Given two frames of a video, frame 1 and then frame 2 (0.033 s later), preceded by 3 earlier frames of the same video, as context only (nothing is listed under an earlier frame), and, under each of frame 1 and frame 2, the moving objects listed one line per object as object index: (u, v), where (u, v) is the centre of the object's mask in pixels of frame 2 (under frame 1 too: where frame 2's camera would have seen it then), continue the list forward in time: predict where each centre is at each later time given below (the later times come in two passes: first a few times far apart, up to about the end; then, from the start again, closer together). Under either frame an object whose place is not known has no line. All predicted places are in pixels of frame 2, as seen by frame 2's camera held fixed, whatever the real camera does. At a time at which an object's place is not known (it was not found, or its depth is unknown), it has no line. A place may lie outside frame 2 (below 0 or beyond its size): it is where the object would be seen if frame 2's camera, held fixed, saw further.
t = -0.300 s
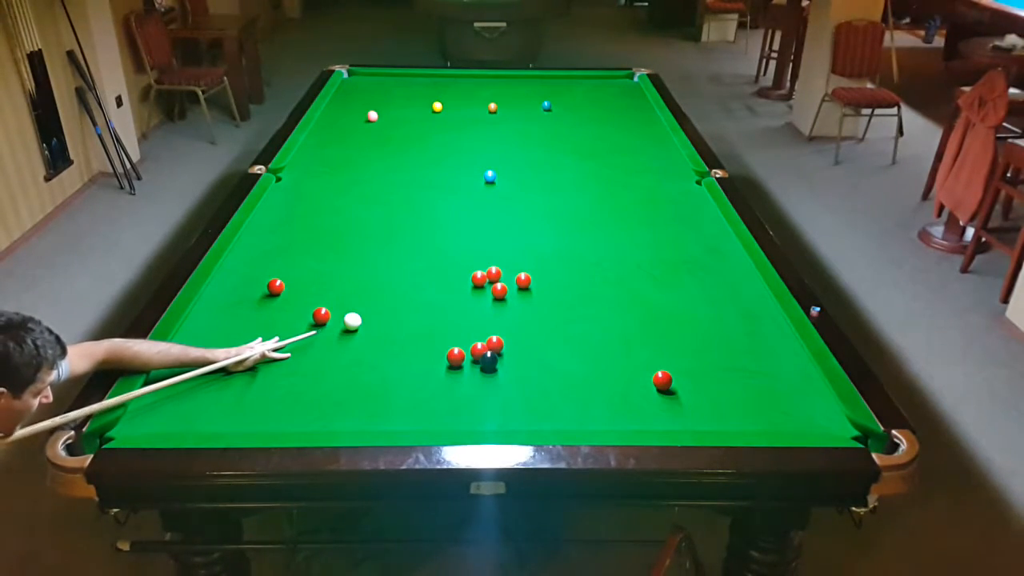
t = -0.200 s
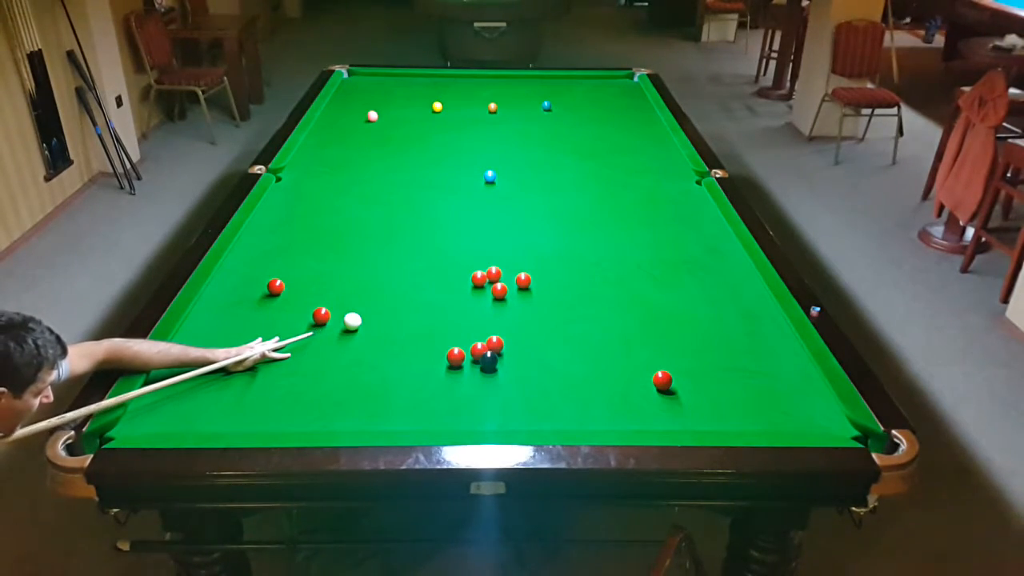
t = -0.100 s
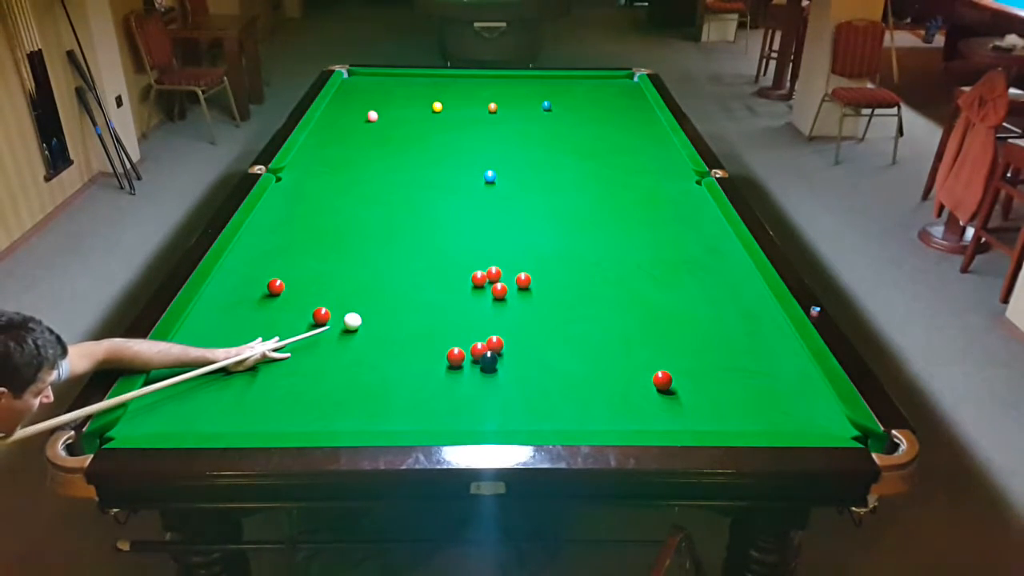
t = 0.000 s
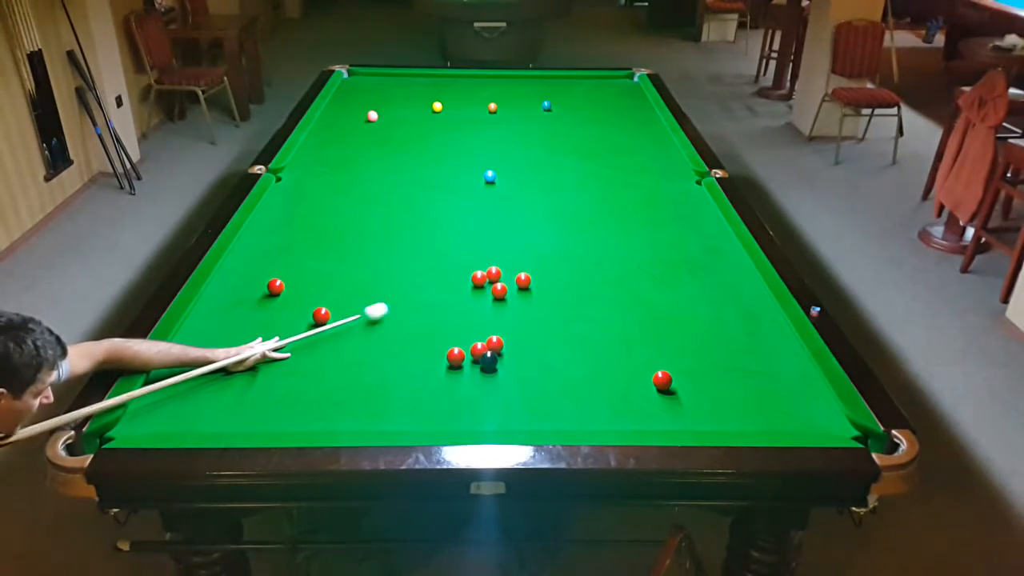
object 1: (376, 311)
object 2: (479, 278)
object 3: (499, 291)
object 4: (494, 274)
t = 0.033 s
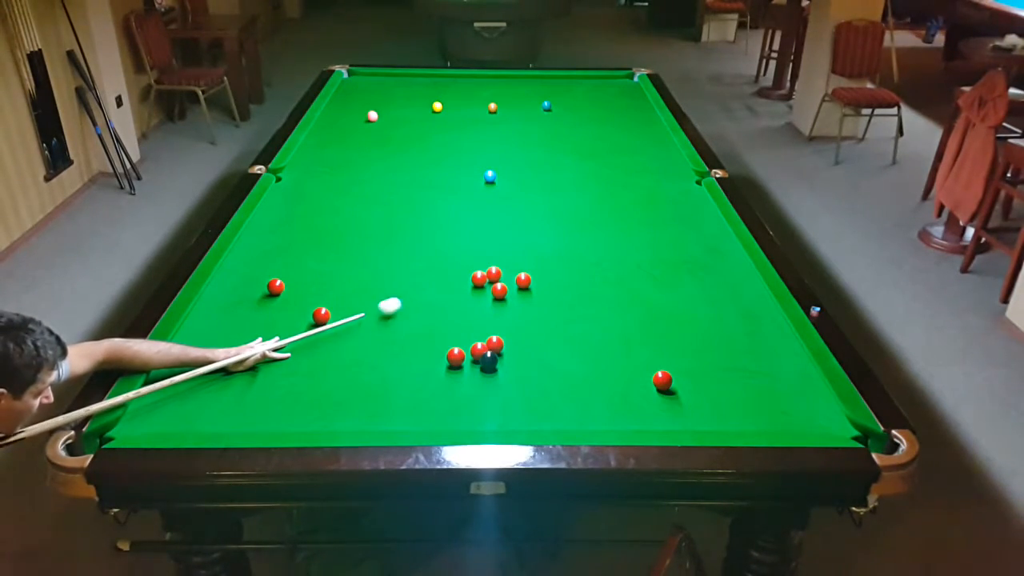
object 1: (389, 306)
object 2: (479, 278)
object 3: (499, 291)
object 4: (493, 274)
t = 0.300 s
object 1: (464, 273)
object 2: (484, 280)
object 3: (499, 291)
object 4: (499, 272)
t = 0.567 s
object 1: (480, 246)
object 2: (494, 284)
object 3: (505, 295)
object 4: (530, 262)
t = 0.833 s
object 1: (495, 224)
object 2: (499, 285)
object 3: (512, 301)
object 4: (558, 254)
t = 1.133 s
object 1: (509, 202)
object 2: (500, 286)
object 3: (520, 306)
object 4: (585, 245)
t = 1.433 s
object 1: (522, 183)
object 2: (500, 286)
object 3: (525, 310)
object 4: (610, 238)
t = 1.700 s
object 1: (532, 169)
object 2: (500, 286)
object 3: (528, 312)
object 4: (629, 232)
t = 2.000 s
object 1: (542, 155)
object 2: (500, 286)
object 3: (530, 314)
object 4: (648, 227)
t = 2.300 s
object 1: (550, 142)
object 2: (500, 286)
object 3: (530, 314)
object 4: (665, 222)
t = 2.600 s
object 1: (557, 132)
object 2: (500, 286)
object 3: (529, 314)
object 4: (680, 218)
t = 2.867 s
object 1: (563, 123)
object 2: (500, 286)
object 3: (530, 314)
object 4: (691, 215)
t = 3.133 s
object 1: (569, 116)
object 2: (499, 286)
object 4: (701, 212)
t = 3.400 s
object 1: (574, 109)
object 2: (499, 286)
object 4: (709, 210)
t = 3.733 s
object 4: (704, 209)
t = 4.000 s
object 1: (582, 96)
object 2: (500, 286)
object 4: (701, 208)
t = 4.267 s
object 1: (585, 92)
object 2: (500, 286)
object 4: (700, 208)
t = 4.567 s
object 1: (589, 87)
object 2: (500, 286)
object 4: (700, 208)
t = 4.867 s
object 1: (591, 84)
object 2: (500, 286)
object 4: (700, 208)
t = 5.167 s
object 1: (593, 80)
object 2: (500, 286)
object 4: (700, 208)
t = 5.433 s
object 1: (595, 78)
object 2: (500, 286)
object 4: (700, 208)
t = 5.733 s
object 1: (597, 76)
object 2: (500, 286)
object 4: (700, 208)
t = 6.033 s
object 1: (599, 77)
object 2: (500, 286)
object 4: (700, 208)
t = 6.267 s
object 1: (600, 78)
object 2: (500, 286)
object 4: (700, 208)
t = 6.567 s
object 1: (601, 78)
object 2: (500, 286)
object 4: (700, 208)
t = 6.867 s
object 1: (602, 79)
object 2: (500, 286)
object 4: (700, 208)
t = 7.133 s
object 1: (602, 78)
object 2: (499, 286)
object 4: (700, 208)
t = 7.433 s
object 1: (602, 79)
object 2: (499, 286)
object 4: (700, 208)
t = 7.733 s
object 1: (602, 79)
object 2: (499, 286)
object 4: (700, 208)
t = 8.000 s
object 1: (602, 79)
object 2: (500, 286)
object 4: (700, 208)
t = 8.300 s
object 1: (602, 79)
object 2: (499, 286)
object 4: (700, 208)
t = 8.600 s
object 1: (602, 79)
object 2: (499, 286)
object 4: (700, 208)
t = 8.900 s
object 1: (602, 79)
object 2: (499, 286)
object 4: (700, 208)
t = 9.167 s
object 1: (602, 79)
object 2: (499, 286)
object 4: (700, 208)
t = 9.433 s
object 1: (602, 79)
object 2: (500, 286)
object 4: (700, 208)
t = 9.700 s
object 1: (602, 79)
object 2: (500, 286)
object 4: (700, 208)
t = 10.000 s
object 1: (602, 79)
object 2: (500, 286)
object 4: (700, 208)
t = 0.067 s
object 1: (402, 302)
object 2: (479, 278)
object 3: (499, 291)
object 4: (494, 274)
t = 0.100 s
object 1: (413, 297)
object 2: (479, 278)
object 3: (499, 291)
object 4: (494, 274)
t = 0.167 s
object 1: (435, 289)
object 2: (479, 278)
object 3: (499, 291)
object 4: (494, 274)
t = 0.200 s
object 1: (446, 284)
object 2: (479, 278)
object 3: (499, 291)
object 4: (493, 274)
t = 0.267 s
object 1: (463, 277)
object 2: (481, 279)
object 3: (499, 291)
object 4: (494, 274)
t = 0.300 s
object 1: (464, 273)
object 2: (484, 280)
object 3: (499, 291)
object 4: (499, 272)
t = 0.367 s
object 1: (467, 266)
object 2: (488, 282)
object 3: (499, 291)
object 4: (508, 269)
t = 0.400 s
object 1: (469, 263)
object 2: (490, 283)
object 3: (499, 291)
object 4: (511, 268)
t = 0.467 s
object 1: (474, 256)
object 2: (491, 283)
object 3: (501, 292)
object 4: (519, 265)
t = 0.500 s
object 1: (476, 253)
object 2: (492, 283)
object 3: (503, 293)
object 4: (523, 264)
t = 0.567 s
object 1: (480, 246)
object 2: (494, 284)
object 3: (505, 295)
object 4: (530, 262)
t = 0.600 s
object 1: (482, 243)
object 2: (495, 284)
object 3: (506, 296)
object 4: (534, 261)
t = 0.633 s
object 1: (484, 240)
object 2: (495, 284)
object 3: (506, 296)
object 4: (538, 260)
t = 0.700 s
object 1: (488, 234)
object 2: (497, 285)
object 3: (508, 298)
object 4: (545, 258)
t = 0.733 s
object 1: (489, 232)
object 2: (497, 285)
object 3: (509, 298)
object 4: (548, 257)
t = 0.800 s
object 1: (493, 226)
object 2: (498, 285)
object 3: (511, 300)
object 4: (555, 255)
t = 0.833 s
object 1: (495, 224)
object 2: (499, 285)
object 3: (512, 301)
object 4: (558, 254)
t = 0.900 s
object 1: (498, 218)
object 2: (499, 285)
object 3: (514, 302)
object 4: (564, 252)
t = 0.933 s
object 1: (500, 216)
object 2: (500, 286)
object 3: (514, 302)
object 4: (567, 251)
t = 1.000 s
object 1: (503, 211)
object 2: (500, 286)
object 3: (516, 304)
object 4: (573, 249)
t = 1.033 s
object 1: (505, 209)
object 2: (500, 286)
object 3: (517, 304)
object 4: (576, 248)
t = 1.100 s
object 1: (508, 204)
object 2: (500, 286)
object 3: (518, 305)
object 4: (582, 246)
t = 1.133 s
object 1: (509, 202)
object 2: (500, 286)
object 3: (520, 306)
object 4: (585, 245)
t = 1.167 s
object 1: (511, 200)
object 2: (500, 286)
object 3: (520, 306)
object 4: (588, 244)
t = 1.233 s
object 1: (514, 195)
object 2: (500, 286)
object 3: (521, 308)
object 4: (594, 243)
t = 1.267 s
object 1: (515, 193)
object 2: (500, 286)
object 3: (522, 308)
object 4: (596, 242)
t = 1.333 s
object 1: (518, 189)
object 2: (500, 286)
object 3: (523, 309)
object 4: (602, 240)
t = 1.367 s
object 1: (519, 187)
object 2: (500, 286)
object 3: (524, 309)
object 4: (604, 240)
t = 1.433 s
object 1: (522, 183)
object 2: (500, 286)
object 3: (525, 310)
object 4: (610, 238)
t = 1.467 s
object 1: (523, 181)
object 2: (500, 286)
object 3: (525, 311)
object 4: (612, 237)
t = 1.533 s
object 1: (526, 177)
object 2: (500, 286)
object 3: (526, 311)
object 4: (617, 236)
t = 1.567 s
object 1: (527, 176)
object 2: (500, 286)
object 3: (527, 312)
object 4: (619, 235)
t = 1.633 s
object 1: (530, 172)
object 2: (500, 286)
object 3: (527, 312)
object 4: (624, 234)
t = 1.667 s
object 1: (531, 170)
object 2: (500, 286)
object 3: (528, 312)
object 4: (627, 233)
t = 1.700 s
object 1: (532, 169)
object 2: (500, 286)
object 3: (528, 312)
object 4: (629, 232)
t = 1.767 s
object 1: (534, 165)
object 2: (500, 286)
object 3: (529, 313)
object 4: (633, 231)
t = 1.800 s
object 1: (535, 164)
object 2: (500, 286)
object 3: (529, 313)
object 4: (636, 230)
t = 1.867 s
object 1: (538, 161)
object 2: (500, 286)
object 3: (530, 314)
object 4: (640, 229)
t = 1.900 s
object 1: (539, 159)
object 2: (500, 286)
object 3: (530, 314)
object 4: (642, 228)
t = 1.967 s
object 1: (541, 156)
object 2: (500, 286)
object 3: (530, 314)
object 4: (646, 227)
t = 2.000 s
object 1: (542, 155)
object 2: (500, 286)
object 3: (530, 314)
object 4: (648, 227)
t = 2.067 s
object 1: (544, 152)
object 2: (500, 286)
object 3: (530, 314)
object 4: (652, 225)
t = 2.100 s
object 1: (545, 150)
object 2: (500, 286)
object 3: (530, 314)
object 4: (654, 225)
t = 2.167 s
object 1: (546, 147)
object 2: (500, 286)
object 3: (530, 314)
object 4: (658, 224)
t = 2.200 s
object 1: (548, 146)
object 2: (500, 286)
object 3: (530, 314)
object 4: (660, 223)
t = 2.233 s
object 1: (548, 145)
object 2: (500, 286)
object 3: (530, 314)
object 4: (662, 223)
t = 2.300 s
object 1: (550, 142)
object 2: (500, 286)
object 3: (530, 314)
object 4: (665, 222)
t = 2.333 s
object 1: (551, 141)
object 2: (500, 286)
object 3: (530, 314)
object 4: (667, 221)
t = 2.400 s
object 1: (553, 138)
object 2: (500, 286)
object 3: (530, 314)
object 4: (670, 221)
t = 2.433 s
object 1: (554, 137)
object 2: (500, 286)
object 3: (530, 314)
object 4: (672, 220)
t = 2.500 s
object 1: (555, 135)
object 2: (500, 286)
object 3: (529, 314)
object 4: (675, 219)
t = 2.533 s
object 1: (556, 134)
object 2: (500, 286)
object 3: (529, 314)
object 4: (677, 219)
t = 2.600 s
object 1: (557, 132)
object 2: (500, 286)
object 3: (529, 314)
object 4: (680, 218)
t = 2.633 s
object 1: (558, 130)
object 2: (499, 286)
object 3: (529, 314)
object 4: (682, 217)
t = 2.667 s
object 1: (559, 129)
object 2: (499, 286)
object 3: (529, 314)
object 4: (683, 217)
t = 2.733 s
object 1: (560, 127)
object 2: (499, 286)
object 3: (529, 314)
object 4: (686, 216)
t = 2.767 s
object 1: (561, 126)
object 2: (499, 286)
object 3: (529, 314)
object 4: (687, 216)
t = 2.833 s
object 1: (563, 124)
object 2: (500, 286)
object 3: (530, 314)
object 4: (690, 215)
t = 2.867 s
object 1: (563, 123)
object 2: (500, 286)
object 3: (530, 314)
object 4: (691, 215)
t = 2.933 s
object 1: (565, 121)
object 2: (499, 286)
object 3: (530, 314)
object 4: (694, 214)
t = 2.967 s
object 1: (565, 120)
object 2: (500, 286)
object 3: (530, 314)
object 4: (695, 214)
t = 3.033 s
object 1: (567, 119)
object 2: (499, 286)
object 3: (530, 314)
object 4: (697, 213)
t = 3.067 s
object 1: (568, 118)
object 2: (499, 286)
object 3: (530, 314)
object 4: (699, 213)
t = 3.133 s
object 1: (569, 116)
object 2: (499, 286)
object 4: (701, 212)
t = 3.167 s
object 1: (569, 115)
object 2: (499, 286)
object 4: (702, 212)
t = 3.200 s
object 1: (570, 114)
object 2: (499, 286)
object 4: (703, 212)
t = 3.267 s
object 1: (571, 112)
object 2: (499, 286)
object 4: (705, 211)
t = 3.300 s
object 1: (572, 111)
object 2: (499, 286)
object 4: (706, 211)
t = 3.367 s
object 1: (573, 110)
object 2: (499, 286)
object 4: (708, 211)
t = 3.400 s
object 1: (574, 109)
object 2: (499, 286)
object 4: (709, 210)
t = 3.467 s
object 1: (575, 107)
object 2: (499, 286)
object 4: (708, 210)
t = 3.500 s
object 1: (575, 107)
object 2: (499, 286)
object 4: (708, 210)
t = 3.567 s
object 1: (576, 105)
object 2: (500, 286)
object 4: (707, 210)
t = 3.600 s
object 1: (577, 104)
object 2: (500, 286)
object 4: (706, 209)
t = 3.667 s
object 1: (578, 103)
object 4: (705, 209)
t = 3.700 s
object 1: (578, 102)
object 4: (704, 209)
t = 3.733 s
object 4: (704, 209)
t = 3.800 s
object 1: (579, 99)
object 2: (500, 283)
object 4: (703, 209)
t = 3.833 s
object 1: (580, 100)
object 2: (500, 286)
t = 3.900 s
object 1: (581, 98)
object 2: (500, 286)
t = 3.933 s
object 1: (581, 98)
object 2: (500, 286)
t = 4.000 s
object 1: (582, 96)
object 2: (500, 286)
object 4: (701, 208)
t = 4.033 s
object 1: (583, 96)
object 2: (500, 286)
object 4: (701, 208)
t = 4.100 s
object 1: (584, 95)
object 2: (500, 286)
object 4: (700, 208)
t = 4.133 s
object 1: (584, 94)
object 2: (500, 286)
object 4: (700, 208)
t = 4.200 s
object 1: (585, 93)
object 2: (500, 286)
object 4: (700, 208)
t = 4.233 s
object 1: (585, 92)
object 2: (500, 286)
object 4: (700, 208)
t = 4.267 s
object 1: (585, 92)
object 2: (500, 286)
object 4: (700, 208)
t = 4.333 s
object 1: (586, 91)
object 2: (500, 286)
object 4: (700, 208)
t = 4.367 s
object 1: (587, 90)
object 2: (500, 286)
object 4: (700, 208)
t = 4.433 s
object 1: (587, 89)
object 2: (500, 286)
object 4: (700, 208)
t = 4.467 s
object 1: (588, 89)
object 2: (500, 286)
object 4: (700, 208)
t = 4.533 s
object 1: (588, 88)
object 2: (500, 286)
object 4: (700, 208)
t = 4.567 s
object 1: (589, 87)
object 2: (500, 286)
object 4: (700, 208)
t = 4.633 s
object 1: (589, 87)
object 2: (500, 286)
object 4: (700, 208)
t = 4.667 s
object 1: (589, 86)
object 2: (500, 286)
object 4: (700, 208)
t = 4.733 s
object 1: (590, 85)
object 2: (500, 286)
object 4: (700, 208)
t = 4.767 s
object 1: (590, 85)
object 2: (500, 286)
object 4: (700, 208)
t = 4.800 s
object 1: (591, 84)
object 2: (500, 286)
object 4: (700, 208)
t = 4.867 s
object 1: (591, 84)
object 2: (500, 286)
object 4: (700, 208)
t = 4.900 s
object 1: (592, 83)
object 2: (500, 286)
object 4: (700, 208)
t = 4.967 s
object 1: (592, 82)
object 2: (500, 286)
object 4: (700, 208)
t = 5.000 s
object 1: (592, 82)
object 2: (500, 286)
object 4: (700, 208)
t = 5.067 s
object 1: (593, 81)
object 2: (500, 286)
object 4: (700, 208)
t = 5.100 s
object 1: (593, 81)
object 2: (500, 286)
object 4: (700, 208)
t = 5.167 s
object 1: (593, 80)
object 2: (500, 286)
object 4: (700, 208)
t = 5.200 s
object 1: (594, 80)
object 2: (500, 286)
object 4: (700, 208)
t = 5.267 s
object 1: (594, 79)
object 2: (500, 286)
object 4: (700, 208)
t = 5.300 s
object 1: (594, 79)
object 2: (500, 286)
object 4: (700, 208)
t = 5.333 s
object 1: (595, 79)
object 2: (500, 286)
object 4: (700, 208)
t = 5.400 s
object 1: (595, 78)
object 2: (500, 286)
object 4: (700, 208)
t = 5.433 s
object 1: (595, 78)
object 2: (500, 286)
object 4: (700, 208)
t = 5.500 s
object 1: (596, 77)
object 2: (500, 286)
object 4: (700, 208)
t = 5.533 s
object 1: (596, 77)
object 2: (500, 286)
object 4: (700, 208)
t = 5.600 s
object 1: (596, 76)
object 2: (500, 286)
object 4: (700, 208)
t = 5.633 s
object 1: (596, 76)
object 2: (500, 286)
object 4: (700, 208)
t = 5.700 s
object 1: (596, 76)
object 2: (500, 286)
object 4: (700, 208)
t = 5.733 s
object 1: (597, 76)
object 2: (500, 286)
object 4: (700, 208)
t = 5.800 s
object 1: (597, 76)
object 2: (500, 286)
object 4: (700, 208)
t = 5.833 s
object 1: (598, 76)
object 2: (500, 286)
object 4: (700, 208)
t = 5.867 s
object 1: (598, 76)
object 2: (500, 286)
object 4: (700, 208)
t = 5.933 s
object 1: (598, 77)
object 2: (500, 286)
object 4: (700, 208)
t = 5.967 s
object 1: (598, 77)
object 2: (500, 286)
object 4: (700, 208)
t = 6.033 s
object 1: (599, 77)
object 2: (500, 286)
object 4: (700, 208)
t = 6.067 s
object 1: (599, 77)
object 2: (500, 286)
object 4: (700, 208)
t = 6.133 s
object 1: (599, 77)
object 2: (500, 286)
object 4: (700, 208)
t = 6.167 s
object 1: (600, 77)
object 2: (500, 286)
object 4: (700, 208)
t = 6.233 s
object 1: (600, 77)
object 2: (500, 286)
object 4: (700, 208)
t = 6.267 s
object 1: (600, 78)
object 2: (500, 286)
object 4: (700, 208)
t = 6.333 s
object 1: (600, 78)
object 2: (499, 286)
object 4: (700, 208)
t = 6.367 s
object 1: (600, 78)
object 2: (499, 286)
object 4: (700, 208)
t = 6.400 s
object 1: (600, 78)
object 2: (499, 286)
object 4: (700, 208)
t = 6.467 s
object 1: (601, 78)
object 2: (499, 286)
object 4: (700, 208)
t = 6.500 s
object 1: (601, 78)
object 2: (500, 286)
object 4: (700, 208)
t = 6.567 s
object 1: (601, 78)
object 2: (500, 286)
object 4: (700, 208)
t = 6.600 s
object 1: (601, 79)
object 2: (500, 286)
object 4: (700, 208)
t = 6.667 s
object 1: (601, 79)
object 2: (500, 286)
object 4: (700, 208)
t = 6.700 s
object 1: (602, 78)
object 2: (500, 286)
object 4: (700, 208)
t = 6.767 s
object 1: (602, 79)
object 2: (500, 286)
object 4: (700, 208)
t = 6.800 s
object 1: (602, 79)
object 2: (500, 286)
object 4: (700, 208)
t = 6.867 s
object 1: (602, 79)
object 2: (500, 286)
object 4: (700, 208)
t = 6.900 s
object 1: (602, 79)
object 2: (500, 286)
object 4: (700, 208)
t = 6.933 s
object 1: (602, 79)
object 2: (500, 286)
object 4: (700, 208)
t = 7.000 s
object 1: (602, 79)
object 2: (499, 286)
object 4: (700, 208)
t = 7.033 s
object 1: (602, 78)
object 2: (499, 286)
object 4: (700, 208)
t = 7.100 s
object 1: (602, 78)
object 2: (499, 286)
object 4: (700, 208)
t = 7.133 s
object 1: (602, 78)
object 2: (499, 286)
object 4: (700, 208)
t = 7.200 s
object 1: (602, 79)
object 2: (500, 286)
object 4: (700, 208)
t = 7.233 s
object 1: (602, 79)
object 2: (500, 286)
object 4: (700, 208)
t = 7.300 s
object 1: (602, 79)
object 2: (499, 286)
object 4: (700, 208)
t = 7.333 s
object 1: (602, 79)
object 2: (499, 286)
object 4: (700, 208)
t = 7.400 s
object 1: (602, 79)
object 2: (500, 286)
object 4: (700, 208)
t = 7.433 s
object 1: (602, 79)
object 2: (499, 286)
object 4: (700, 208)
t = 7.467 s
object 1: (602, 79)
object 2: (500, 286)
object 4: (700, 208)
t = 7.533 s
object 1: (602, 79)
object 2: (499, 286)
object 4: (700, 208)
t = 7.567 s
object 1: (602, 79)
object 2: (499, 286)
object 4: (700, 208)
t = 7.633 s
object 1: (602, 79)
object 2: (499, 286)
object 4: (700, 208)
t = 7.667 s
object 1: (602, 79)
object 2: (499, 286)
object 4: (700, 208)
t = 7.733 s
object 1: (602, 79)
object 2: (499, 286)
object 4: (700, 208)
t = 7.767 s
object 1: (602, 79)
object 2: (499, 286)
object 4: (700, 208)
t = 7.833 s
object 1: (602, 79)
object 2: (499, 286)
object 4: (700, 208)
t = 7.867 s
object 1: (602, 79)
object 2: (499, 286)
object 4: (700, 208)
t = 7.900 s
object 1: (602, 79)
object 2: (499, 286)
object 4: (700, 208)
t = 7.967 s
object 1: (602, 79)
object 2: (499, 286)
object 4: (700, 208)
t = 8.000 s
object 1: (602, 79)
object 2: (500, 286)
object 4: (700, 208)
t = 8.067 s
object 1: (602, 79)
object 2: (499, 286)
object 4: (700, 208)
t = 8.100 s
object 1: (602, 79)
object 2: (499, 286)
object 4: (700, 208)
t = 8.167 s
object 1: (602, 79)
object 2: (499, 286)
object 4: (700, 208)
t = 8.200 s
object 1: (602, 79)
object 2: (499, 286)
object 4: (700, 208)
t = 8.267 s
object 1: (602, 79)
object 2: (499, 286)
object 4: (700, 208)
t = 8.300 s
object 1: (602, 79)
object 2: (499, 286)
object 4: (700, 208)
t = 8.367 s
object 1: (602, 79)
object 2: (499, 286)
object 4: (700, 208)
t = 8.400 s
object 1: (602, 79)
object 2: (499, 286)
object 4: (700, 208)
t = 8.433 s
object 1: (602, 79)
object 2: (499, 286)
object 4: (700, 208)
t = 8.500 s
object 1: (602, 79)
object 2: (499, 286)
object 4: (700, 208)
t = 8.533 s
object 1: (602, 79)
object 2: (499, 286)
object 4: (700, 208)
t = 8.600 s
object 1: (602, 79)
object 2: (499, 286)
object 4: (700, 208)
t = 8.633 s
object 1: (602, 79)
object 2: (499, 286)
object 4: (700, 208)
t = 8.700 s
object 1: (602, 79)
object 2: (499, 286)
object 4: (700, 208)
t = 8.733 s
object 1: (602, 79)
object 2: (499, 286)
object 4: (700, 208)
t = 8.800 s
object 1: (602, 79)
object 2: (499, 286)
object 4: (700, 208)
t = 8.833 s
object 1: (602, 79)
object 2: (499, 286)
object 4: (700, 208)
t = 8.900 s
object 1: (602, 79)
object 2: (499, 286)
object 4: (700, 208)
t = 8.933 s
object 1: (602, 79)
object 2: (500, 286)
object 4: (700, 208)
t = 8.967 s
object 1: (602, 79)
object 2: (500, 286)
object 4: (700, 208)
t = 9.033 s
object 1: (602, 79)
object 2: (500, 286)
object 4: (700, 208)
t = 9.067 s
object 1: (602, 79)
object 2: (500, 286)
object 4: (700, 208)
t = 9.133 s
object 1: (602, 79)
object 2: (500, 286)
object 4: (700, 208)
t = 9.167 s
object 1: (602, 79)
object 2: (499, 286)
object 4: (700, 208)
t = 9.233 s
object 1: (602, 79)
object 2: (500, 286)
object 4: (700, 208)
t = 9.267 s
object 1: (602, 79)
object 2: (500, 286)
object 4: (700, 208)
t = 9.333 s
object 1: (602, 79)
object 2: (500, 286)
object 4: (700, 208)
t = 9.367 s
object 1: (602, 79)
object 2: (500, 286)
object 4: (700, 208)
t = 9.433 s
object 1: (602, 79)
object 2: (500, 286)
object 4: (700, 208)
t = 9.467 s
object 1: (602, 79)
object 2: (500, 286)
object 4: (700, 208)
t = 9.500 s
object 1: (602, 79)
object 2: (500, 286)
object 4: (700, 208)
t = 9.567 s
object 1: (602, 79)
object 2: (500, 286)
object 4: (700, 208)
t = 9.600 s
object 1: (602, 79)
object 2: (500, 286)
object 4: (700, 208)
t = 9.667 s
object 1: (602, 79)
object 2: (500, 286)
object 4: (700, 208)
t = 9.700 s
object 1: (602, 79)
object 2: (500, 286)
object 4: (700, 208)
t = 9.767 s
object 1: (602, 79)
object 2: (500, 286)
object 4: (700, 208)
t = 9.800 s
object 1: (602, 79)
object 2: (500, 286)
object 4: (700, 208)
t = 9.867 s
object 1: (602, 79)
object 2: (500, 286)
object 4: (700, 208)
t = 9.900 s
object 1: (602, 79)
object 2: (500, 286)
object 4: (700, 208)
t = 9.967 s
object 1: (602, 79)
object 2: (500, 286)
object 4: (700, 208)
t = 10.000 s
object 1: (602, 79)
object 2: (500, 286)
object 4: (700, 208)
